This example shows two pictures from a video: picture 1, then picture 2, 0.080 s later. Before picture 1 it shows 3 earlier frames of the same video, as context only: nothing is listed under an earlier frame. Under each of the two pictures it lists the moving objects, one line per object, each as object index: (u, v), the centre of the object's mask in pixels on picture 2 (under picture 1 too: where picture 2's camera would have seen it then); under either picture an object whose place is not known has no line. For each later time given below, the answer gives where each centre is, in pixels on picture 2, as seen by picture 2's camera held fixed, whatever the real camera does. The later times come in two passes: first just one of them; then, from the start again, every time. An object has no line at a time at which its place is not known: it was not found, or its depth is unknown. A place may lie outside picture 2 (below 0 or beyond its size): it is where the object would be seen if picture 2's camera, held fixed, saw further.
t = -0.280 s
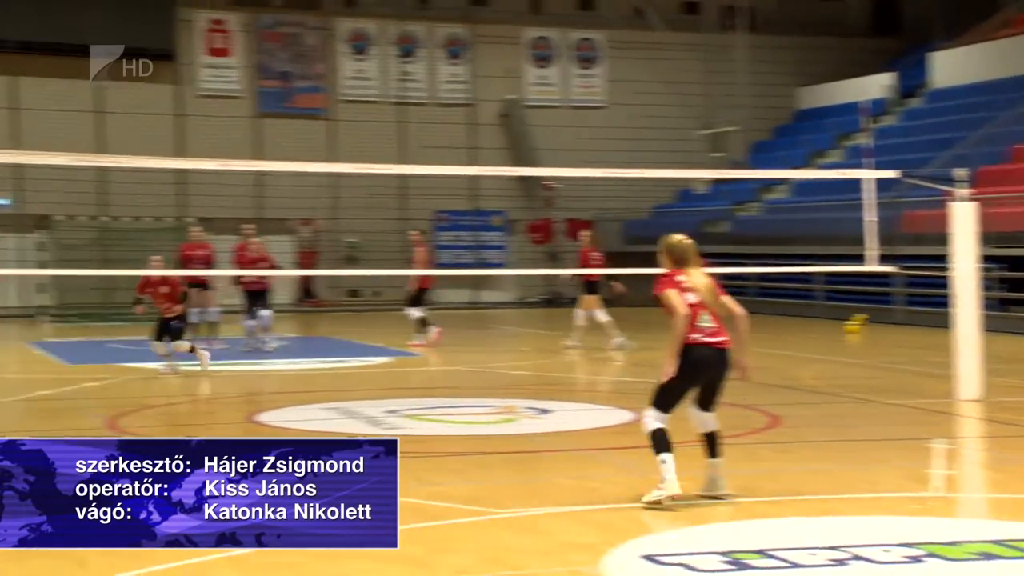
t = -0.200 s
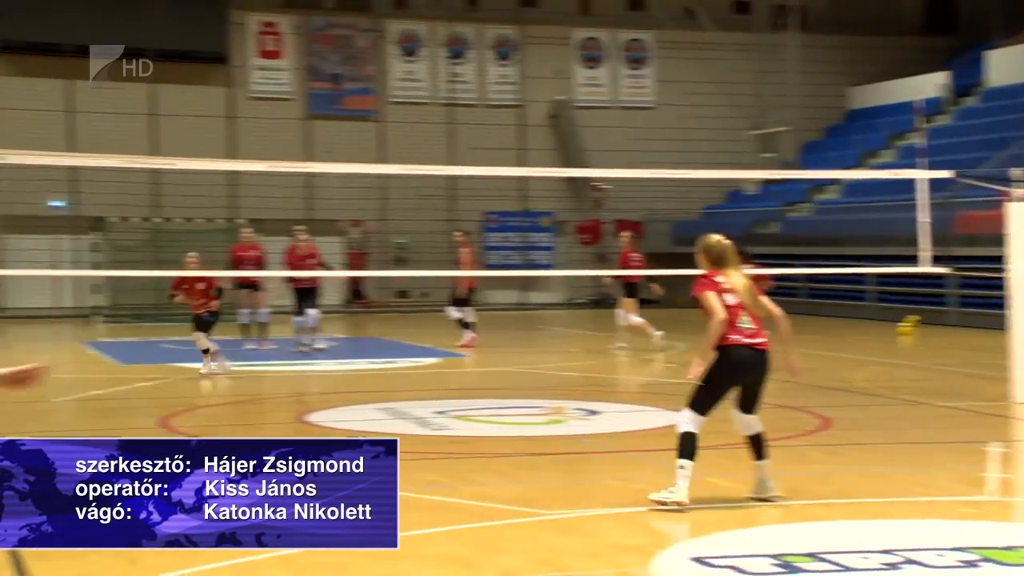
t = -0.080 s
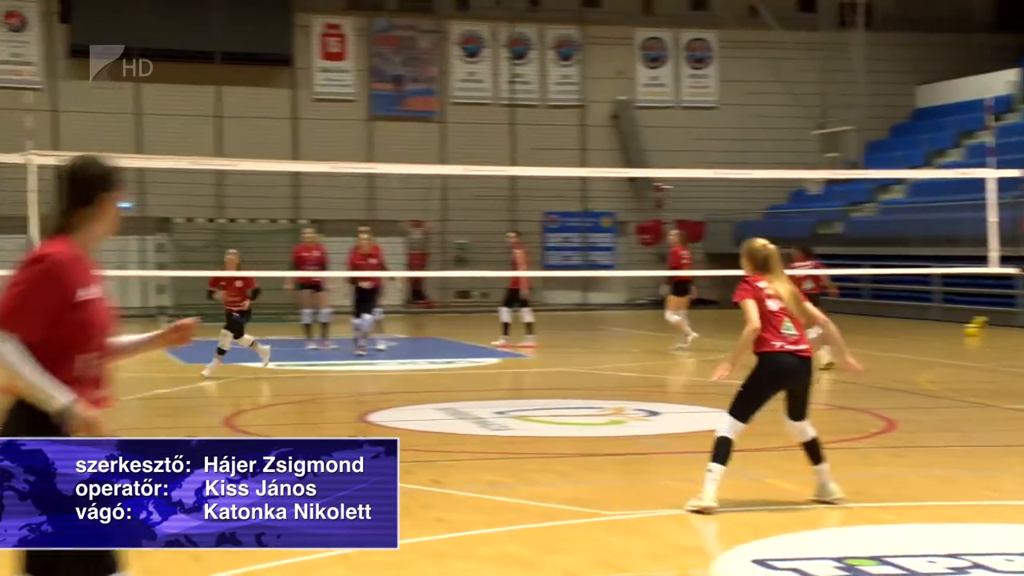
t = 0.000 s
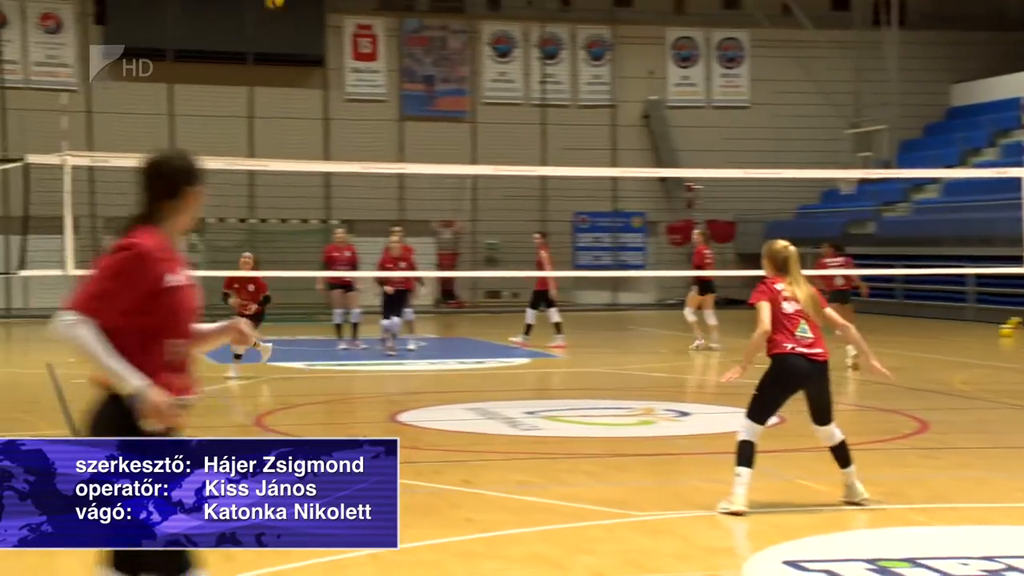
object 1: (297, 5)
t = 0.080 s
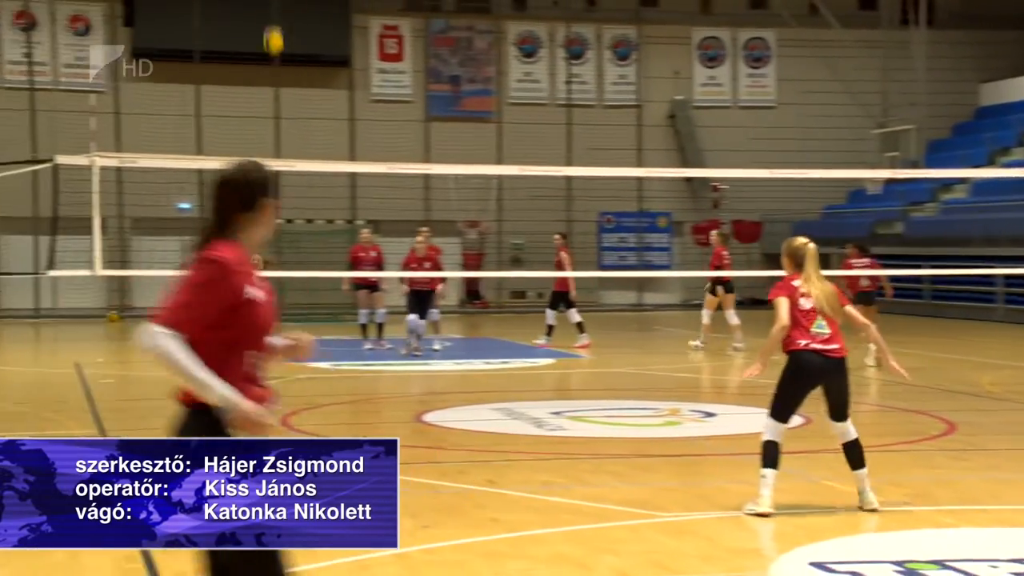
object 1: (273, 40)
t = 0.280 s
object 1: (219, 175)
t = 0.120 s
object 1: (261, 64)
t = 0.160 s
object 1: (251, 89)
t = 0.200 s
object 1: (239, 114)
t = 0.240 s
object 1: (228, 141)
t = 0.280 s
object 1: (219, 175)
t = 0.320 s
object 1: (206, 194)
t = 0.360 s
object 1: (195, 224)
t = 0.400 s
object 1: (184, 255)
